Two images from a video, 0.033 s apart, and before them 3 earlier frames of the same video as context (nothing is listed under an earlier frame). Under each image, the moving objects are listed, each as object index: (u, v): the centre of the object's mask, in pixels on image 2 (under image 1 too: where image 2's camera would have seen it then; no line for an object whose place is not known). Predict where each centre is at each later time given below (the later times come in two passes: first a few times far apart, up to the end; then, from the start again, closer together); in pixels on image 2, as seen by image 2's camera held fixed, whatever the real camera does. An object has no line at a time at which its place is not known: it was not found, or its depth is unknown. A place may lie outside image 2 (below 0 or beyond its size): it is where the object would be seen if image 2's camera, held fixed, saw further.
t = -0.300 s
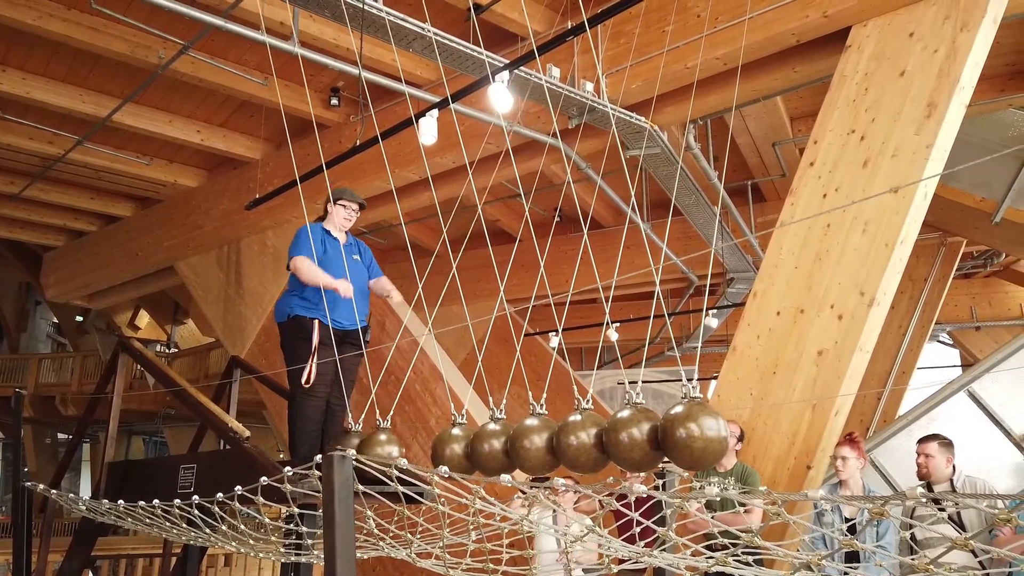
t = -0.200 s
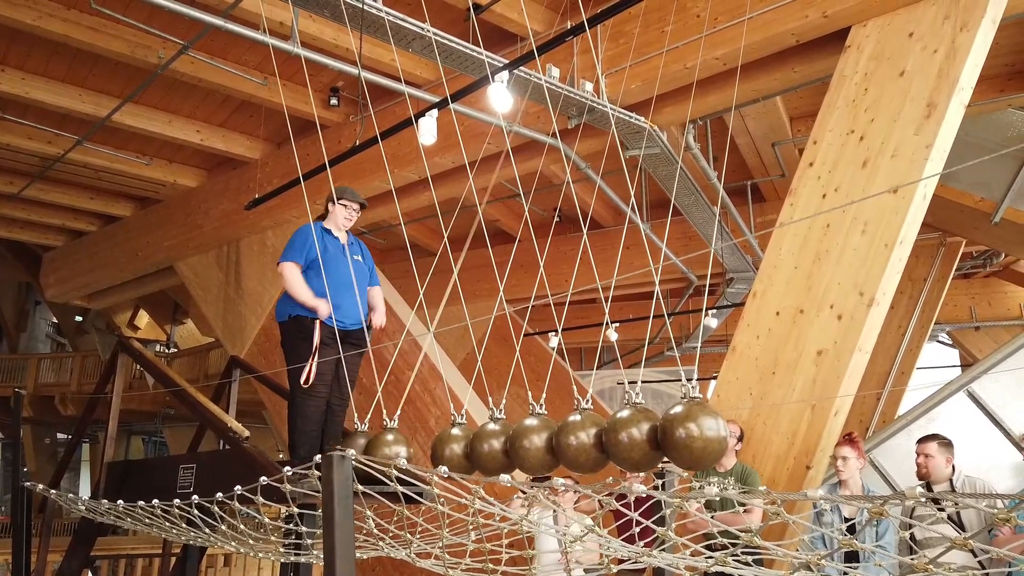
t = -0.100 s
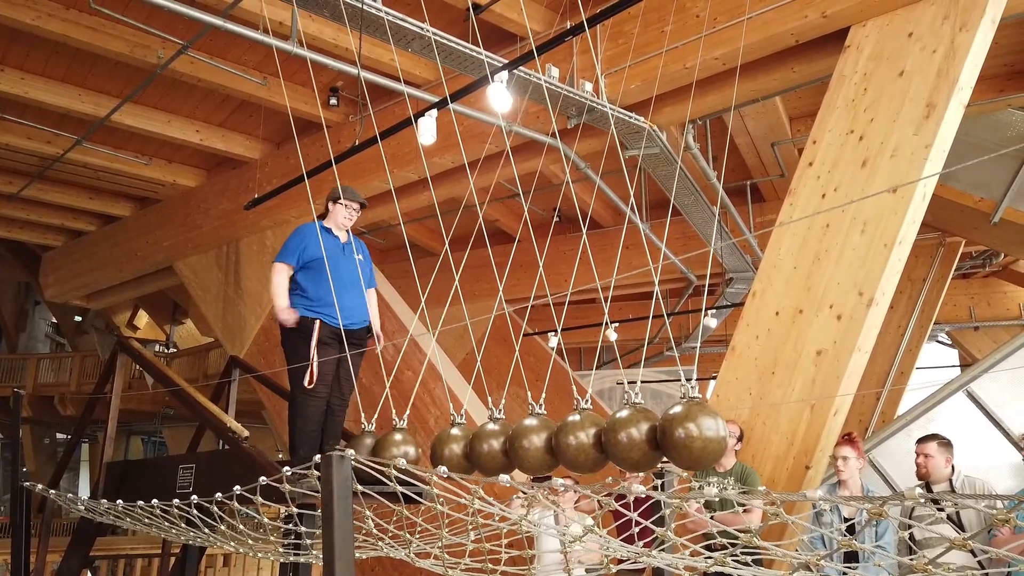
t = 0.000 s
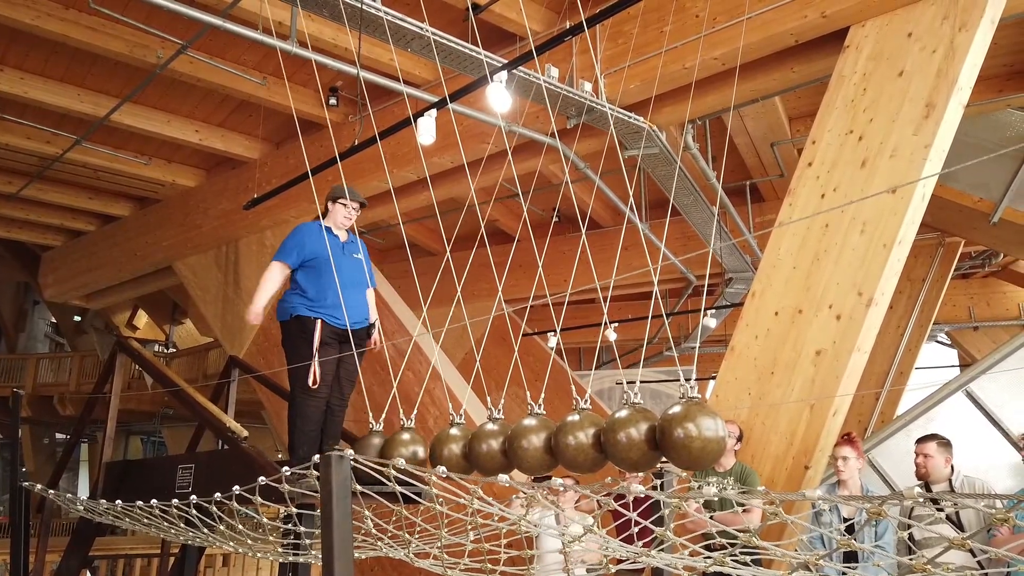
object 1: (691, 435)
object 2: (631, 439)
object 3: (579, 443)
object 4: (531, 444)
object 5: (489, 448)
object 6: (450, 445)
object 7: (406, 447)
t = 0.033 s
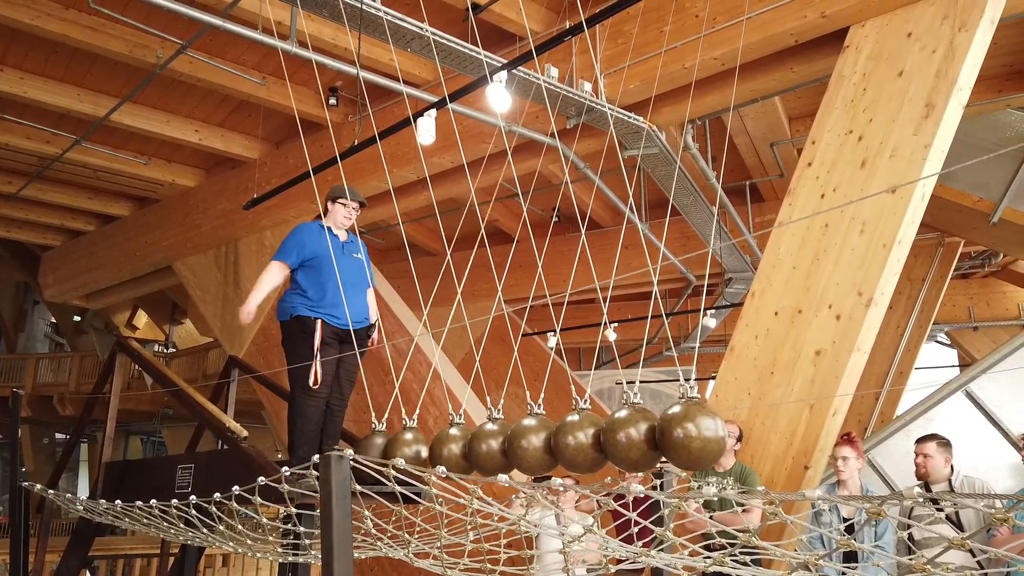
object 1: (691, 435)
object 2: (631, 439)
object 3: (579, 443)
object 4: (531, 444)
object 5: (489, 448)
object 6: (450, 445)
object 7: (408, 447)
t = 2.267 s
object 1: (692, 435)
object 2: (629, 439)
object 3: (576, 443)
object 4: (528, 446)
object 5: (486, 448)
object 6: (447, 449)
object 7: (406, 447)
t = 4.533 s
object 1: (736, 430)
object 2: (669, 435)
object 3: (593, 442)
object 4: (541, 445)
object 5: (498, 447)
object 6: (456, 449)
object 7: (419, 447)
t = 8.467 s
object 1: (698, 435)
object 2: (636, 439)
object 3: (582, 442)
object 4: (533, 445)
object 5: (491, 447)
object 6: (452, 447)
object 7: (417, 445)
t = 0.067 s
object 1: (691, 436)
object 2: (631, 439)
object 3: (579, 443)
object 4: (531, 444)
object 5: (489, 448)
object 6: (450, 445)
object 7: (410, 447)
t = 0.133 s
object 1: (691, 435)
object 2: (631, 439)
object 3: (579, 443)
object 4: (531, 444)
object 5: (489, 448)
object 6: (450, 445)
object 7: (415, 447)
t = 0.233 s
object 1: (701, 434)
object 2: (640, 438)
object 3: (582, 442)
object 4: (531, 445)
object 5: (490, 448)
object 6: (450, 445)
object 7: (416, 447)
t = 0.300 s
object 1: (713, 433)
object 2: (651, 437)
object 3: (584, 442)
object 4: (532, 444)
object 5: (490, 448)
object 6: (450, 445)
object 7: (417, 447)
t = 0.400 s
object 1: (730, 432)
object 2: (665, 435)
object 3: (585, 442)
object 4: (533, 445)
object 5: (491, 448)
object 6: (451, 445)
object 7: (417, 447)
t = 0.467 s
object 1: (741, 430)
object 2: (675, 434)
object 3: (586, 442)
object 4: (534, 445)
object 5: (491, 448)
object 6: (451, 445)
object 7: (417, 447)
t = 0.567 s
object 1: (756, 428)
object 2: (688, 433)
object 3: (588, 442)
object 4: (535, 444)
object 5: (492, 448)
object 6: (451, 446)
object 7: (417, 447)
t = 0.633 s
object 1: (765, 427)
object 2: (696, 431)
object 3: (588, 442)
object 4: (535, 445)
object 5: (492, 448)
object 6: (451, 446)
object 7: (417, 447)
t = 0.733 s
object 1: (777, 425)
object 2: (707, 430)
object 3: (588, 442)
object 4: (535, 444)
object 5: (493, 448)
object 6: (452, 445)
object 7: (417, 447)
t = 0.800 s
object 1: (783, 424)
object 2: (712, 429)
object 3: (589, 442)
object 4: (535, 445)
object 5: (493, 447)
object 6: (452, 446)
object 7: (417, 448)
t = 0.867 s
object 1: (788, 423)
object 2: (717, 428)
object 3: (589, 442)
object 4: (536, 444)
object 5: (493, 448)
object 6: (453, 449)
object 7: (417, 448)
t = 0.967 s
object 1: (794, 422)
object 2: (722, 427)
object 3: (589, 442)
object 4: (536, 445)
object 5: (493, 448)
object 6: (453, 449)
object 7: (418, 447)
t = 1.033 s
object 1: (796, 421)
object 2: (724, 426)
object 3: (589, 442)
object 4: (536, 445)
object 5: (493, 448)
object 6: (454, 449)
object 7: (418, 447)
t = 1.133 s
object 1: (797, 421)
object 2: (725, 426)
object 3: (588, 442)
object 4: (536, 445)
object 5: (493, 448)
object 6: (454, 449)
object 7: (418, 447)
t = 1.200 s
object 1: (795, 421)
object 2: (724, 427)
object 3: (588, 442)
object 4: (535, 445)
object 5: (493, 448)
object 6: (454, 449)
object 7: (418, 447)
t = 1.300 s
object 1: (790, 422)
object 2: (719, 427)
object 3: (587, 442)
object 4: (535, 445)
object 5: (493, 448)
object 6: (454, 449)
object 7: (418, 447)
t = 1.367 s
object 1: (785, 423)
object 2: (715, 428)
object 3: (586, 442)
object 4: (535, 445)
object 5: (493, 448)
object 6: (454, 449)
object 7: (418, 448)
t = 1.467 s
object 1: (776, 425)
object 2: (706, 430)
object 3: (586, 442)
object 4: (534, 445)
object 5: (492, 448)
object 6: (453, 449)
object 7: (418, 448)
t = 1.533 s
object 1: (768, 426)
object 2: (699, 431)
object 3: (586, 442)
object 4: (534, 445)
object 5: (492, 448)
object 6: (453, 449)
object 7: (418, 448)
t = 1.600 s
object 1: (759, 427)
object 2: (692, 432)
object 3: (586, 442)
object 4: (535, 445)
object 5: (492, 448)
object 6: (453, 449)
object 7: (418, 448)
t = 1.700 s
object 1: (745, 429)
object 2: (678, 434)
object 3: (586, 442)
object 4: (534, 445)
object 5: (492, 448)
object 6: (453, 449)
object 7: (417, 447)
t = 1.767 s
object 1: (734, 430)
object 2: (669, 434)
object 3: (587, 442)
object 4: (534, 445)
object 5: (492, 448)
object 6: (453, 449)
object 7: (417, 447)
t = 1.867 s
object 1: (717, 433)
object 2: (654, 437)
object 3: (587, 442)
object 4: (534, 445)
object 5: (492, 448)
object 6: (453, 449)
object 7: (417, 447)
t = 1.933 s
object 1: (706, 434)
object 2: (644, 438)
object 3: (586, 442)
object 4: (534, 445)
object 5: (491, 448)
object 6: (452, 449)
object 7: (416, 447)
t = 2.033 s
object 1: (696, 435)
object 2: (633, 439)
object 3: (580, 442)
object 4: (532, 445)
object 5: (489, 448)
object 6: (450, 449)
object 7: (416, 447)
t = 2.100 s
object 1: (695, 435)
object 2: (632, 439)
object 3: (579, 442)
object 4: (531, 445)
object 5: (488, 448)
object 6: (449, 449)
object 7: (413, 446)
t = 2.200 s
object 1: (693, 435)
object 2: (630, 439)
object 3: (578, 443)
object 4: (529, 445)
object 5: (487, 448)
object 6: (448, 448)
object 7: (409, 446)
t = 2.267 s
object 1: (692, 435)
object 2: (629, 439)
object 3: (576, 443)
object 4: (528, 446)
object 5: (486, 448)
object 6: (447, 449)
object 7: (406, 447)
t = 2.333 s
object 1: (690, 435)
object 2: (628, 439)
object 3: (575, 443)
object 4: (527, 446)
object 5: (485, 448)
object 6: (446, 448)
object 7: (403, 447)
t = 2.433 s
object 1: (688, 435)
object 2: (626, 439)
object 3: (574, 443)
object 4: (526, 446)
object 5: (483, 448)
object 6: (445, 448)
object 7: (399, 447)
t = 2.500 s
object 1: (687, 435)
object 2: (625, 439)
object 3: (572, 443)
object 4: (525, 446)
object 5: (482, 449)
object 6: (444, 448)
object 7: (396, 446)
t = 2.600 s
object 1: (684, 435)
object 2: (623, 440)
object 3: (571, 443)
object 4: (523, 446)
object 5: (482, 449)
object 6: (443, 448)
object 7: (393, 446)
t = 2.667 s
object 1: (682, 436)
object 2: (621, 440)
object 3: (570, 443)
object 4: (523, 446)
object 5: (482, 449)
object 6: (443, 448)
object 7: (391, 446)
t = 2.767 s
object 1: (680, 436)
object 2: (619, 440)
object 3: (568, 443)
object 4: (522, 446)
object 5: (481, 449)
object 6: (442, 448)
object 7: (388, 446)
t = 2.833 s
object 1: (678, 436)
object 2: (619, 440)
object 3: (568, 443)
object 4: (521, 446)
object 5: (480, 449)
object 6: (442, 448)
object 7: (387, 446)
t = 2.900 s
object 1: (678, 436)
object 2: (618, 440)
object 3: (568, 443)
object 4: (521, 446)
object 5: (479, 449)
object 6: (441, 448)
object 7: (386, 446)
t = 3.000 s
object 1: (678, 436)
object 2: (618, 440)
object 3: (567, 443)
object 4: (520, 446)
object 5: (478, 449)
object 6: (440, 448)
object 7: (385, 446)
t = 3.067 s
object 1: (678, 436)
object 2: (618, 440)
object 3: (567, 443)
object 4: (520, 446)
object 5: (478, 449)
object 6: (440, 448)
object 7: (386, 446)
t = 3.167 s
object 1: (678, 436)
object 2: (619, 440)
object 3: (567, 443)
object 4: (519, 446)
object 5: (477, 449)
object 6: (439, 448)
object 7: (388, 446)
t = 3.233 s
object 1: (679, 436)
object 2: (619, 440)
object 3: (567, 443)
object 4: (519, 446)
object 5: (477, 449)
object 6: (439, 448)
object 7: (389, 446)
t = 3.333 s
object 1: (679, 436)
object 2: (619, 440)
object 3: (568, 443)
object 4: (519, 446)
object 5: (478, 449)
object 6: (439, 448)
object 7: (392, 446)
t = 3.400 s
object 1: (680, 436)
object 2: (620, 440)
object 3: (568, 443)
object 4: (520, 447)
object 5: (478, 449)
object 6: (439, 448)
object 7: (395, 446)
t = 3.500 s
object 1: (680, 436)
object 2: (620, 440)
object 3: (569, 443)
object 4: (520, 447)
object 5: (478, 449)
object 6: (439, 448)
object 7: (397, 447)
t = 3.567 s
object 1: (681, 436)
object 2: (621, 440)
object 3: (570, 443)
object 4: (521, 447)
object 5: (478, 449)
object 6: (440, 448)
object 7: (400, 446)
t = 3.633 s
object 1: (681, 436)
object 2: (621, 440)
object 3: (570, 443)
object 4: (521, 447)
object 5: (479, 449)
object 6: (441, 448)
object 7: (402, 446)
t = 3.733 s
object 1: (681, 436)
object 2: (622, 440)
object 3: (571, 443)
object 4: (523, 446)
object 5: (480, 449)
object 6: (441, 448)
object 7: (406, 446)
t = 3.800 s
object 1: (682, 436)
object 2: (623, 440)
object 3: (572, 443)
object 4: (524, 446)
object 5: (481, 449)
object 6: (442, 448)
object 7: (409, 446)
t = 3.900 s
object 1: (686, 435)
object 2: (625, 439)
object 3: (573, 443)
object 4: (526, 446)
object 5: (484, 448)
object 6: (446, 448)
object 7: (411, 446)
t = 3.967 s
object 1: (692, 435)
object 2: (630, 439)
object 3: (575, 443)
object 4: (527, 446)
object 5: (485, 448)
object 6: (447, 448)
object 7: (412, 446)
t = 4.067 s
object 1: (701, 433)
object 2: (638, 438)
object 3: (579, 442)
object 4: (529, 446)
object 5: (487, 448)
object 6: (448, 448)
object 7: (413, 447)
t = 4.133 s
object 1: (707, 433)
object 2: (644, 438)
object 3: (582, 442)
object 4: (531, 446)
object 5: (488, 448)
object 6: (450, 448)
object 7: (414, 446)
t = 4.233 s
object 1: (714, 433)
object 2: (652, 437)
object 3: (584, 442)
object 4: (534, 446)
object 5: (491, 448)
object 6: (451, 448)
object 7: (416, 446)
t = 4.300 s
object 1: (720, 432)
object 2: (657, 436)
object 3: (586, 442)
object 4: (536, 445)
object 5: (493, 448)
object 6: (452, 448)
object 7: (417, 446)
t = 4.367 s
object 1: (725, 432)
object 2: (661, 436)
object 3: (588, 442)
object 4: (537, 445)
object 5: (494, 447)
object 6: (453, 448)
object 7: (417, 447)
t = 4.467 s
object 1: (732, 431)
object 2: (666, 435)
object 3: (591, 442)
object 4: (539, 445)
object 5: (496, 447)
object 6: (455, 449)
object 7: (419, 447)
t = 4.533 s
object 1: (736, 430)
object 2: (669, 435)
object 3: (593, 442)
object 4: (541, 445)
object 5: (498, 447)
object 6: (456, 449)
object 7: (419, 447)
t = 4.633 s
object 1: (740, 430)
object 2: (673, 434)
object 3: (595, 441)
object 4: (543, 445)
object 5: (500, 447)
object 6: (458, 449)
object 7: (420, 447)
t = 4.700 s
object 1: (743, 429)
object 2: (674, 434)
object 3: (596, 441)
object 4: (544, 444)
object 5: (501, 447)
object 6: (459, 449)
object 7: (421, 447)
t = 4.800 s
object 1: (744, 429)
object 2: (676, 434)
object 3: (598, 440)
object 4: (546, 444)
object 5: (502, 447)
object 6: (460, 449)
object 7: (422, 447)
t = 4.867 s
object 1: (745, 429)
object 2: (676, 434)
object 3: (598, 440)
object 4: (547, 444)
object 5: (503, 447)
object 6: (461, 449)
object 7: (423, 447)
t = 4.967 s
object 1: (744, 429)
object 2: (675, 434)
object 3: (599, 441)
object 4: (547, 444)
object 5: (503, 447)
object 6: (462, 449)
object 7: (424, 448)
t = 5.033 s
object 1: (742, 430)
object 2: (673, 434)
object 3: (600, 441)
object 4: (547, 444)
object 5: (503, 447)
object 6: (462, 449)
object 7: (424, 448)
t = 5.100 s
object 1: (740, 430)
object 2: (671, 435)
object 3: (599, 440)
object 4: (547, 444)
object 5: (503, 447)
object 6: (462, 449)
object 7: (425, 448)
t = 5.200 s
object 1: (735, 431)
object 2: (668, 435)
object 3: (599, 441)
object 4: (547, 444)
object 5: (503, 447)
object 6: (463, 449)
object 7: (425, 448)
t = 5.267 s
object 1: (731, 431)
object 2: (665, 435)
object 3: (598, 440)
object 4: (546, 444)
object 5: (503, 447)
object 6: (463, 449)
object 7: (425, 448)
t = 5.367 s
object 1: (724, 432)
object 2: (659, 436)
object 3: (597, 441)
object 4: (546, 444)
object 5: (502, 447)
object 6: (462, 449)
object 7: (425, 448)
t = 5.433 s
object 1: (719, 432)
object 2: (654, 437)
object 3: (596, 441)
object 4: (546, 444)
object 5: (501, 447)
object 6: (461, 449)
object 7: (424, 448)
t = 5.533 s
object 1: (710, 433)
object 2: (648, 437)
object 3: (593, 441)
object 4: (544, 444)
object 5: (500, 447)
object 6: (460, 449)
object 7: (423, 447)
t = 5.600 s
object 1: (708, 433)
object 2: (646, 438)
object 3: (591, 442)
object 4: (541, 445)
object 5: (498, 447)
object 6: (459, 448)
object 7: (423, 447)
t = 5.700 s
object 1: (706, 434)
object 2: (643, 438)
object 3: (589, 442)
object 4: (539, 445)
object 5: (496, 447)
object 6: (457, 448)
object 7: (420, 447)
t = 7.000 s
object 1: (693, 435)
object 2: (631, 439)
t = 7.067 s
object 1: (693, 435)
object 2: (632, 439)
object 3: (579, 443)
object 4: (531, 446)
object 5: (489, 448)
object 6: (450, 448)
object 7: (415, 446)
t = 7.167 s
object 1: (694, 435)
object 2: (633, 439)
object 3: (580, 443)
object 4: (533, 446)
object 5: (490, 448)
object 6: (451, 448)
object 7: (416, 446)
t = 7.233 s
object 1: (694, 435)
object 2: (634, 439)
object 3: (581, 443)
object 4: (533, 446)
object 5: (491, 448)
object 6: (452, 448)
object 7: (416, 446)
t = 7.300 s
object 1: (695, 435)
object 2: (635, 439)
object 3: (582, 443)
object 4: (534, 446)
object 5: (492, 448)
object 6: (453, 449)
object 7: (417, 447)
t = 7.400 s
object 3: (584, 442)
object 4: (536, 446)
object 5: (493, 448)
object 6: (454, 449)
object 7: (417, 447)
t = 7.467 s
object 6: (455, 449)
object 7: (418, 447)
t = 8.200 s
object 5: (493, 447)
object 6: (454, 448)
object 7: (418, 446)
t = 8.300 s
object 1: (697, 435)
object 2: (635, 439)
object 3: (582, 442)
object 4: (534, 445)
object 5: (492, 447)
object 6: (453, 448)
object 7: (418, 446)
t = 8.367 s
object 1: (698, 435)
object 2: (635, 439)
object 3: (582, 442)
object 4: (534, 445)
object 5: (491, 447)
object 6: (453, 447)
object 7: (418, 446)
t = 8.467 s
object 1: (698, 435)
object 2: (636, 439)
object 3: (582, 442)
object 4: (533, 445)
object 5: (491, 447)
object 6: (452, 447)
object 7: (417, 445)
